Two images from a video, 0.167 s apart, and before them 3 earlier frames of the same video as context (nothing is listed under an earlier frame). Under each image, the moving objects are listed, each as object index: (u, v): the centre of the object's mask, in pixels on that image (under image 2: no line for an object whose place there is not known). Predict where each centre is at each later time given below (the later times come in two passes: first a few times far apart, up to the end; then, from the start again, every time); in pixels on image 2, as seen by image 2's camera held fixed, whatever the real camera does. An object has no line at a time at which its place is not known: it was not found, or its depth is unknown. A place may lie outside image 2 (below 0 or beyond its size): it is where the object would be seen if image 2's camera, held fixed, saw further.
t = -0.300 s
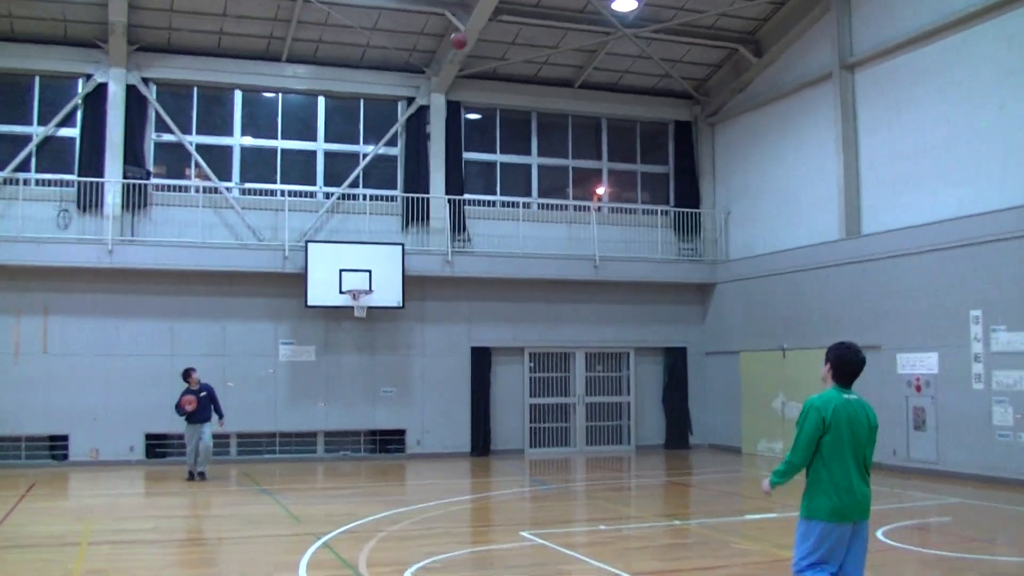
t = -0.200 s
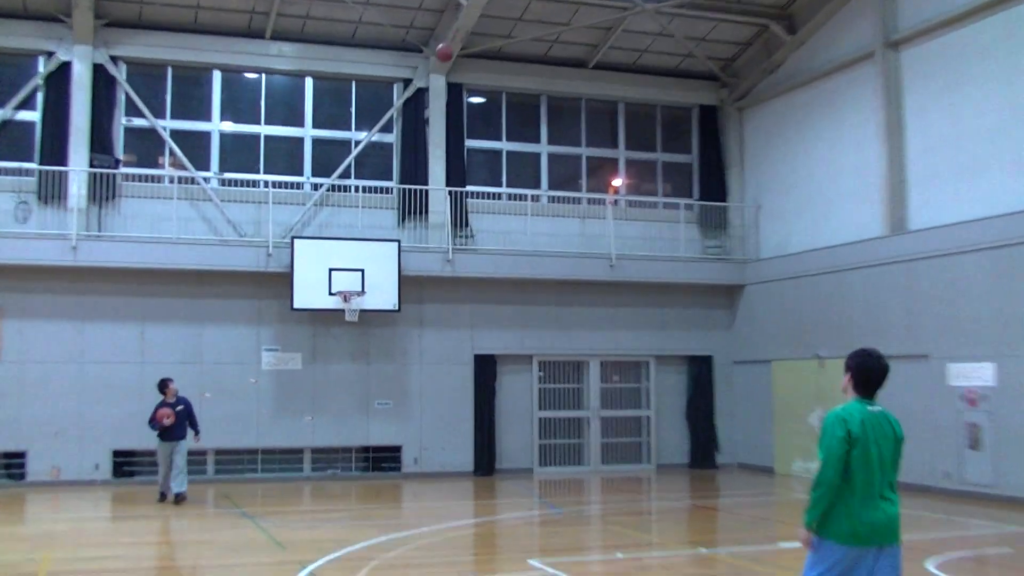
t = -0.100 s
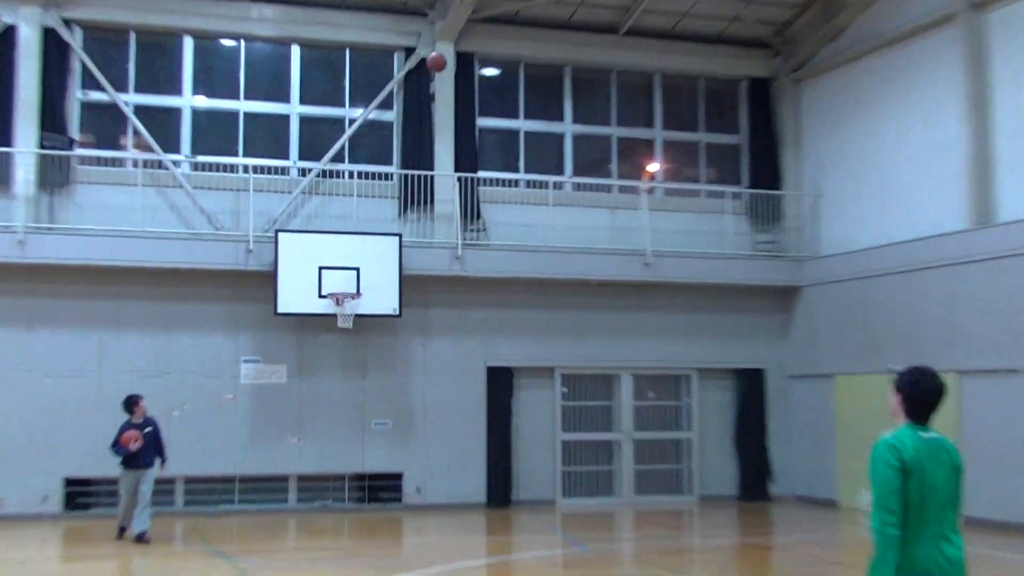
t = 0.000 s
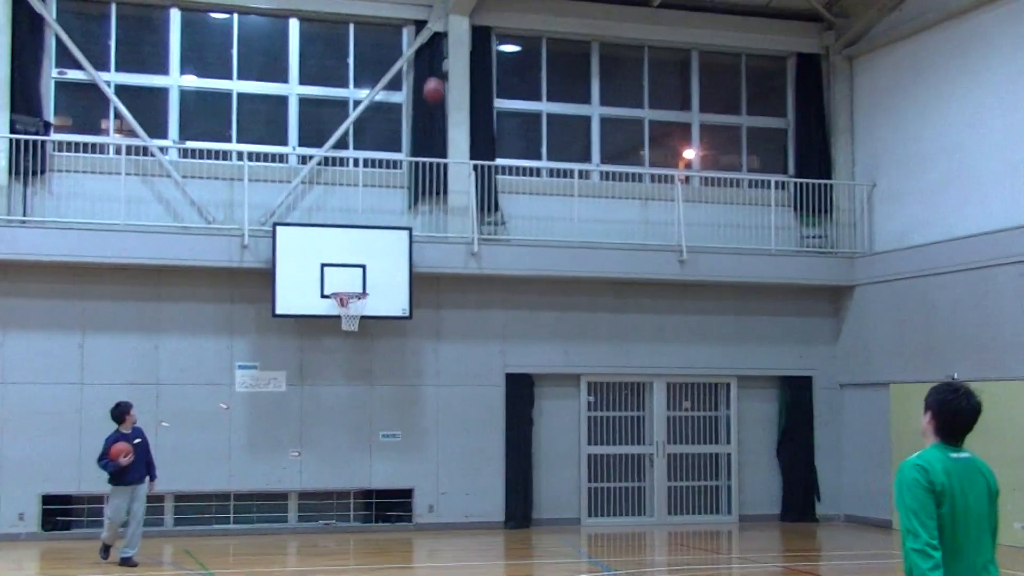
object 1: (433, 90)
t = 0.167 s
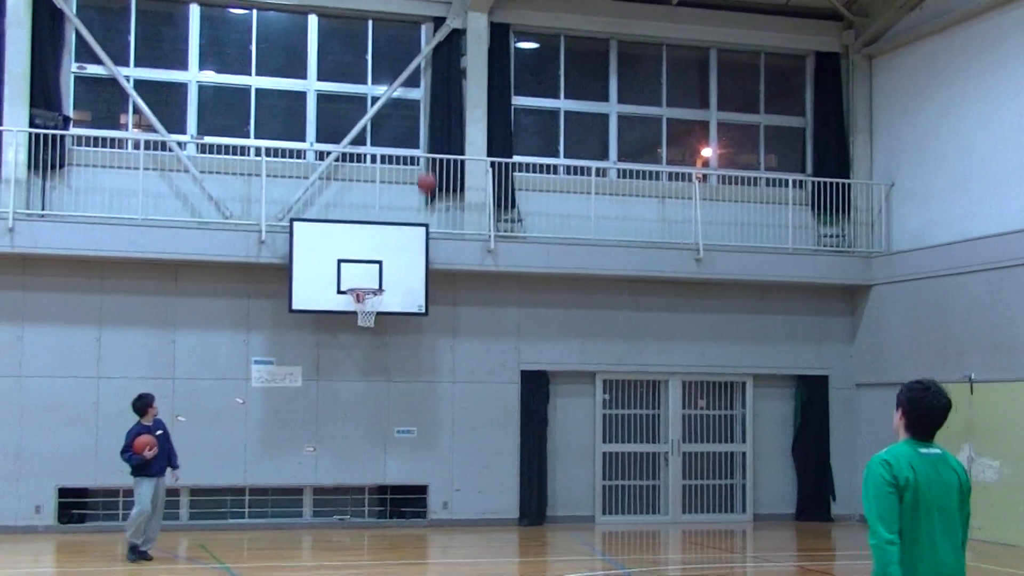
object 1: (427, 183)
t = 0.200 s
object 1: (423, 203)
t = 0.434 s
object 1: (410, 330)
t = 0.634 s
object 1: (431, 445)
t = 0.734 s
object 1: (441, 519)
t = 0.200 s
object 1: (423, 203)
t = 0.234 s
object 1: (419, 222)
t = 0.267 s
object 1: (414, 243)
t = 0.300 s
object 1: (410, 263)
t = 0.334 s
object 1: (406, 285)
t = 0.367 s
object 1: (404, 303)
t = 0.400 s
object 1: (407, 317)
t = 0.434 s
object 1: (410, 330)
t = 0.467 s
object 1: (414, 347)
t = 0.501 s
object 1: (418, 365)
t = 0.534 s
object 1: (421, 383)
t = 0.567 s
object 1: (424, 402)
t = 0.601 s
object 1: (428, 422)
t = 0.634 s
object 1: (431, 445)
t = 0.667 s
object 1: (435, 468)
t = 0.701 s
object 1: (437, 492)
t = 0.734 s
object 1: (441, 519)
